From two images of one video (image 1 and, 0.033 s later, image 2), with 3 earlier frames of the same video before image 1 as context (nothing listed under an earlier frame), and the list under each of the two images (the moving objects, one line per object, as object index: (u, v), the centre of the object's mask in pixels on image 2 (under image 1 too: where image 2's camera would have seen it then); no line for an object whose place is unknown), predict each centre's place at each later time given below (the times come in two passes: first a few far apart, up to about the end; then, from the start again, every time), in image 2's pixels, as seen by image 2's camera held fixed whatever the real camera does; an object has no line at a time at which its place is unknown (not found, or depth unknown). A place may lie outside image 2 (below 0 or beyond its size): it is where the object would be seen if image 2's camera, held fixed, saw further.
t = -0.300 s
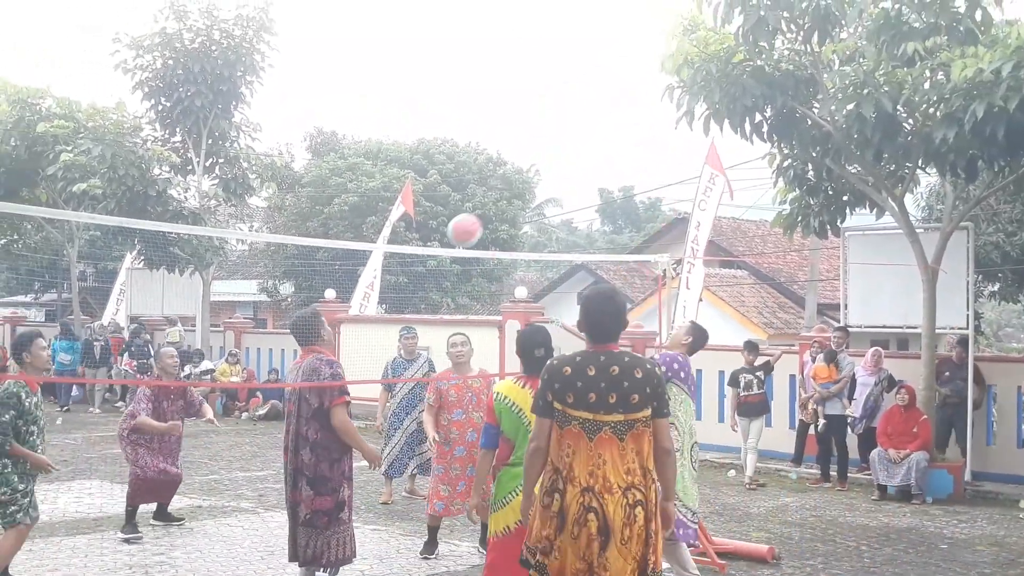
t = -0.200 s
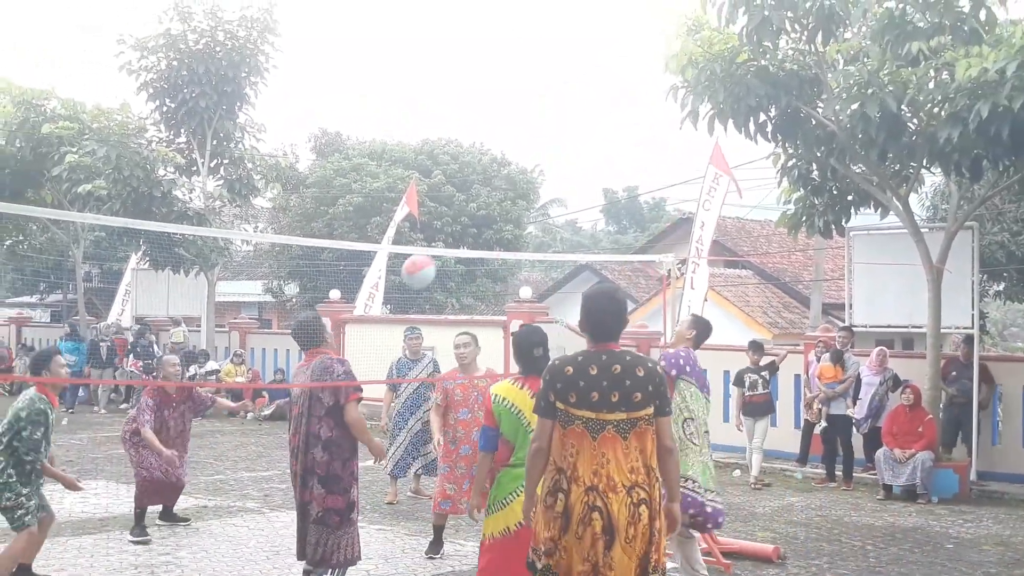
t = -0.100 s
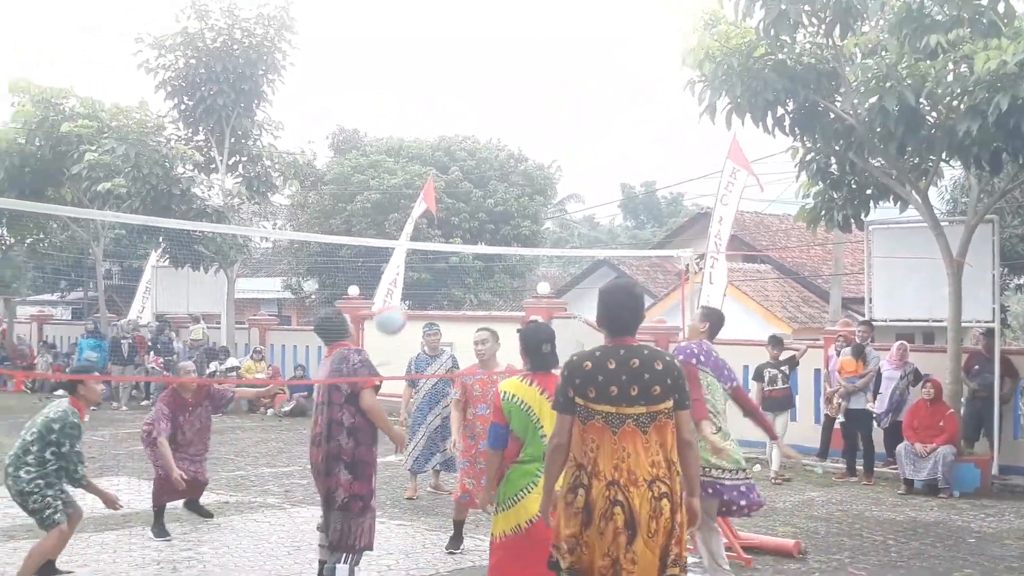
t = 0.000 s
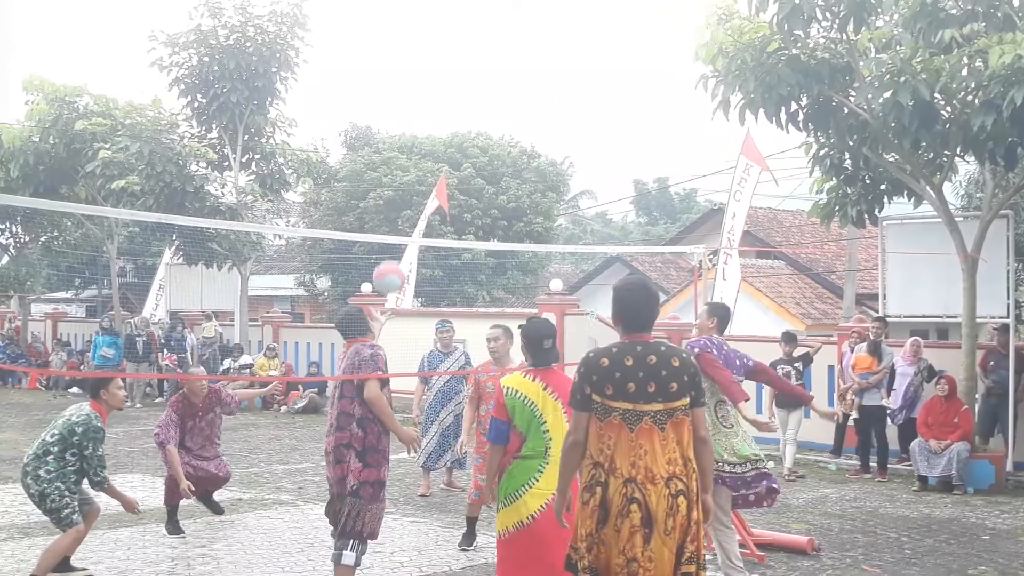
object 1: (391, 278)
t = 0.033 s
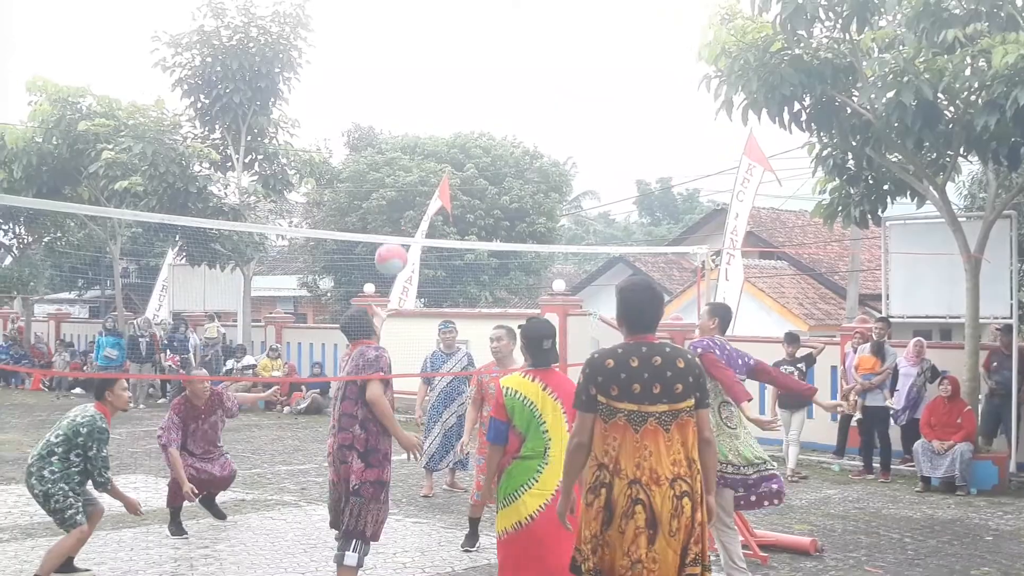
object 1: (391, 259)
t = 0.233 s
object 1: (386, 178)
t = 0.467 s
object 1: (383, 161)
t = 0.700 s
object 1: (381, 221)
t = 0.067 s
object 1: (390, 244)
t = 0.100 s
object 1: (390, 222)
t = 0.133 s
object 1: (389, 210)
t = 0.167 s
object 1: (388, 197)
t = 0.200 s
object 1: (387, 187)
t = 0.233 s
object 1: (386, 178)
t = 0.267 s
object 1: (386, 171)
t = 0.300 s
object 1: (386, 166)
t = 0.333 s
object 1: (385, 161)
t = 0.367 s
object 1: (385, 160)
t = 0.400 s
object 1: (385, 159)
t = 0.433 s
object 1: (384, 159)
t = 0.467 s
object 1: (383, 161)
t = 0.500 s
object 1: (382, 166)
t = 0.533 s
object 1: (382, 171)
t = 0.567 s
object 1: (382, 178)
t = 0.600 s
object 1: (381, 187)
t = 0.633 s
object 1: (381, 197)
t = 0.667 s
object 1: (381, 208)
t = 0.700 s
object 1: (381, 221)
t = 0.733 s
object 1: (380, 236)
